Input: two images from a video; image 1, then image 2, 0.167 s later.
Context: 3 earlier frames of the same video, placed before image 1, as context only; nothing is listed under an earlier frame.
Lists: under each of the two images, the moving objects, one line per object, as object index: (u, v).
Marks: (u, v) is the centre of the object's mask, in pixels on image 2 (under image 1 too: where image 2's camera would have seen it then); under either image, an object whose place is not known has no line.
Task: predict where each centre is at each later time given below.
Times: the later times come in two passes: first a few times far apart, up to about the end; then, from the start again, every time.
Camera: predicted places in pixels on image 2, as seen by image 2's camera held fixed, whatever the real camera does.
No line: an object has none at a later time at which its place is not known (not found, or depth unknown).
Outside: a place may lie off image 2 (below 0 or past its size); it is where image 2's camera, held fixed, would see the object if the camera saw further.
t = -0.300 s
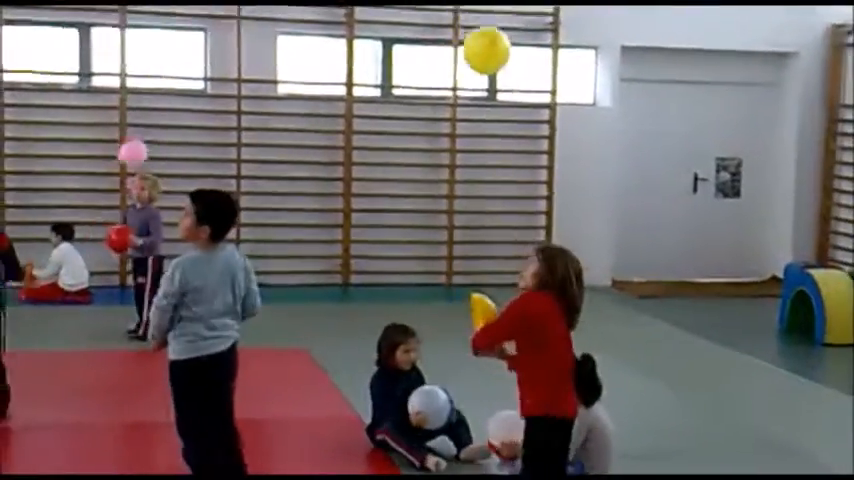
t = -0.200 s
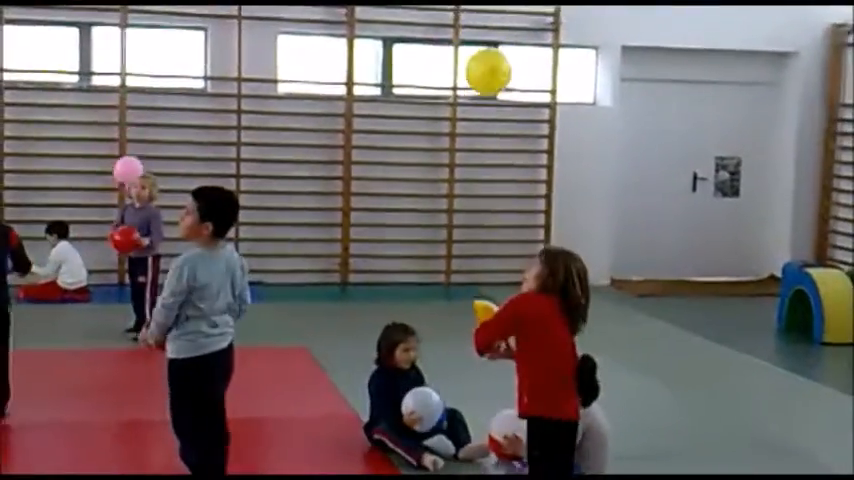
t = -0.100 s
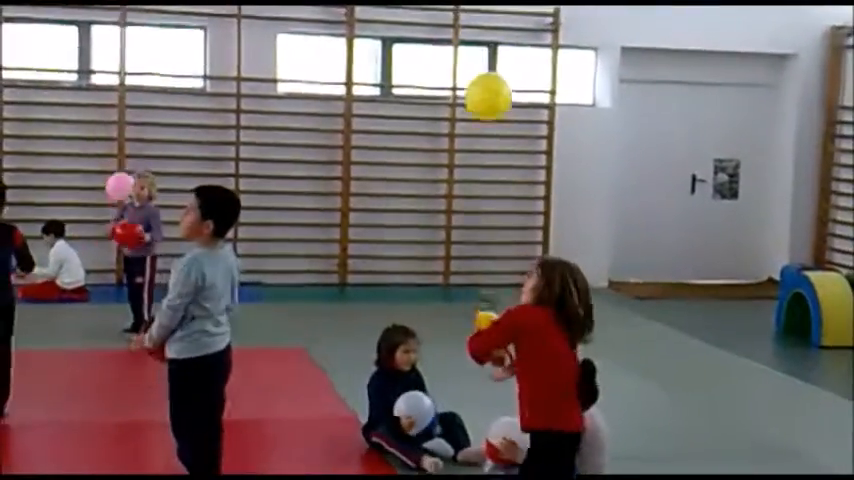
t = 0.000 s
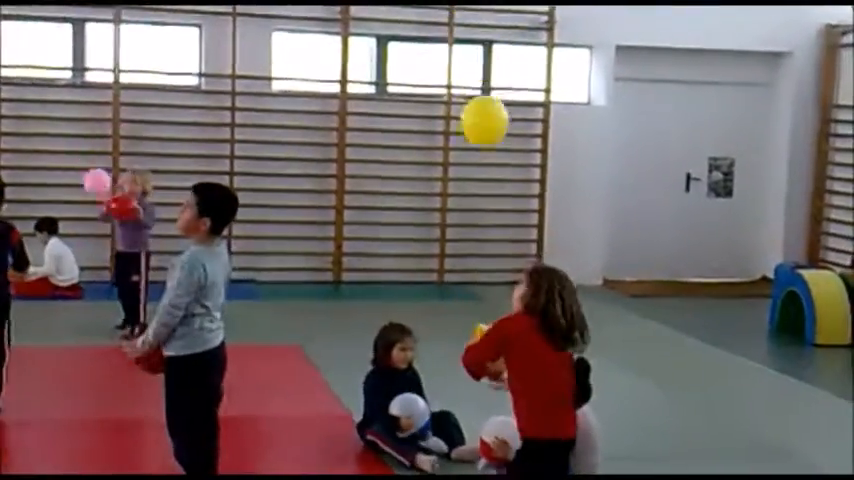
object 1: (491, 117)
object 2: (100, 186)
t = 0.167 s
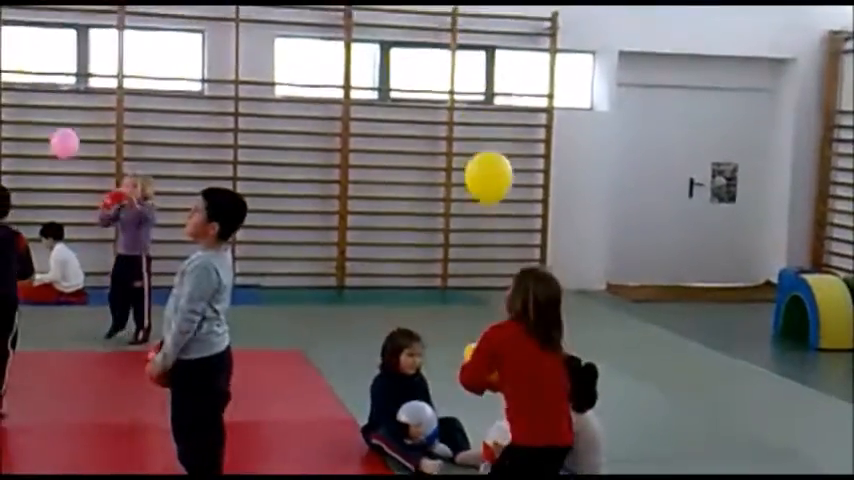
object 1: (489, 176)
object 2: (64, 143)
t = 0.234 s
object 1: (488, 196)
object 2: (55, 130)
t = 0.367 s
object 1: (490, 239)
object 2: (44, 119)
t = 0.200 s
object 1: (488, 185)
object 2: (59, 136)
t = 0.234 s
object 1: (488, 196)
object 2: (55, 130)
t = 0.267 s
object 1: (489, 207)
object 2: (51, 127)
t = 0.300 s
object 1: (489, 218)
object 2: (48, 123)
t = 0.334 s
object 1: (489, 228)
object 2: (46, 122)
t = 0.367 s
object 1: (490, 239)
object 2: (44, 119)
